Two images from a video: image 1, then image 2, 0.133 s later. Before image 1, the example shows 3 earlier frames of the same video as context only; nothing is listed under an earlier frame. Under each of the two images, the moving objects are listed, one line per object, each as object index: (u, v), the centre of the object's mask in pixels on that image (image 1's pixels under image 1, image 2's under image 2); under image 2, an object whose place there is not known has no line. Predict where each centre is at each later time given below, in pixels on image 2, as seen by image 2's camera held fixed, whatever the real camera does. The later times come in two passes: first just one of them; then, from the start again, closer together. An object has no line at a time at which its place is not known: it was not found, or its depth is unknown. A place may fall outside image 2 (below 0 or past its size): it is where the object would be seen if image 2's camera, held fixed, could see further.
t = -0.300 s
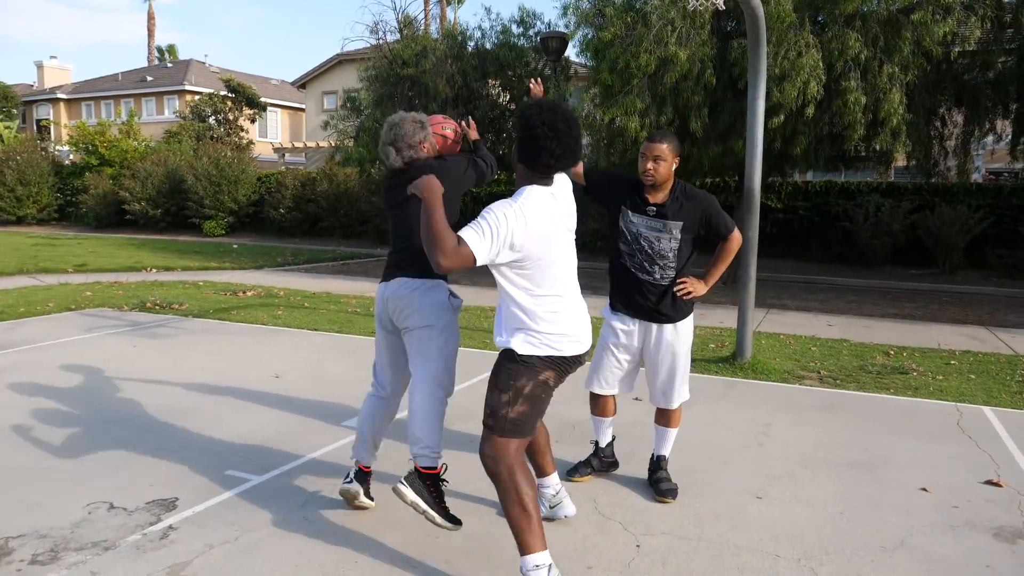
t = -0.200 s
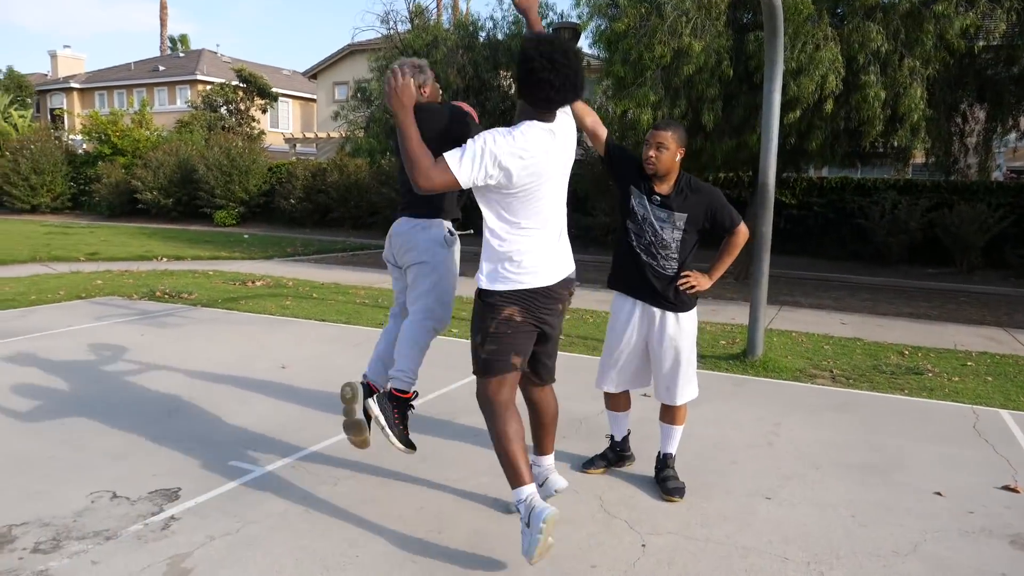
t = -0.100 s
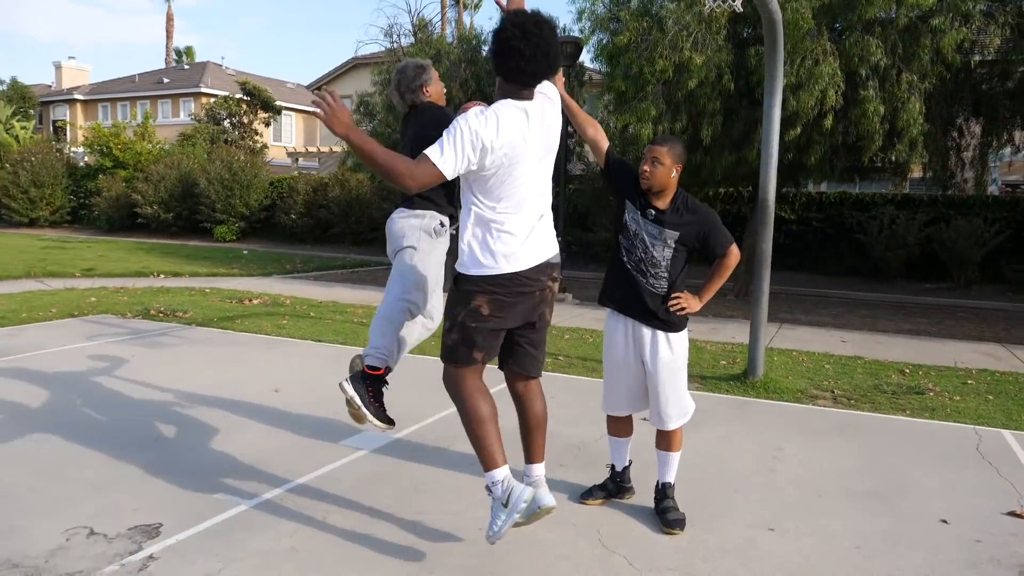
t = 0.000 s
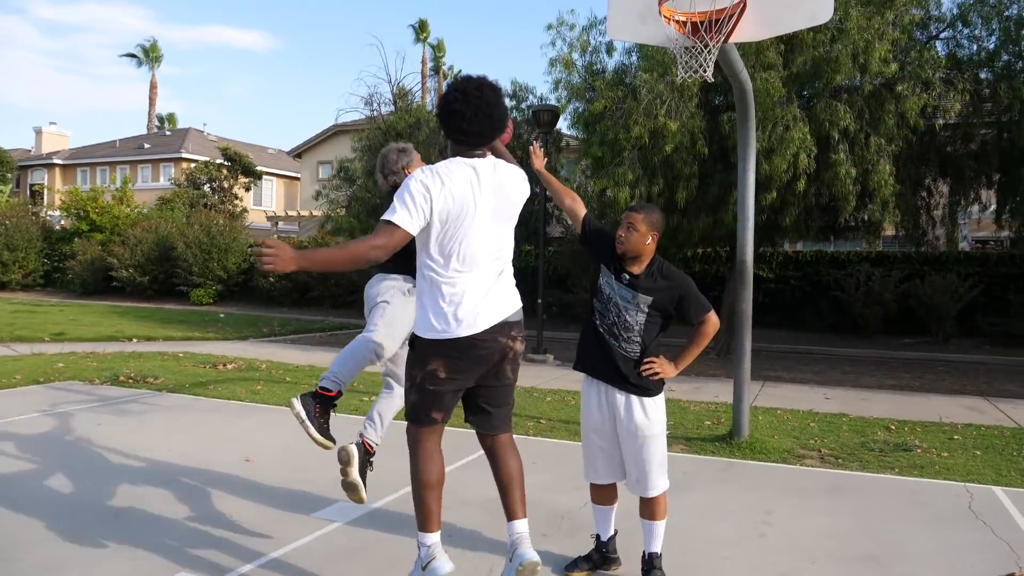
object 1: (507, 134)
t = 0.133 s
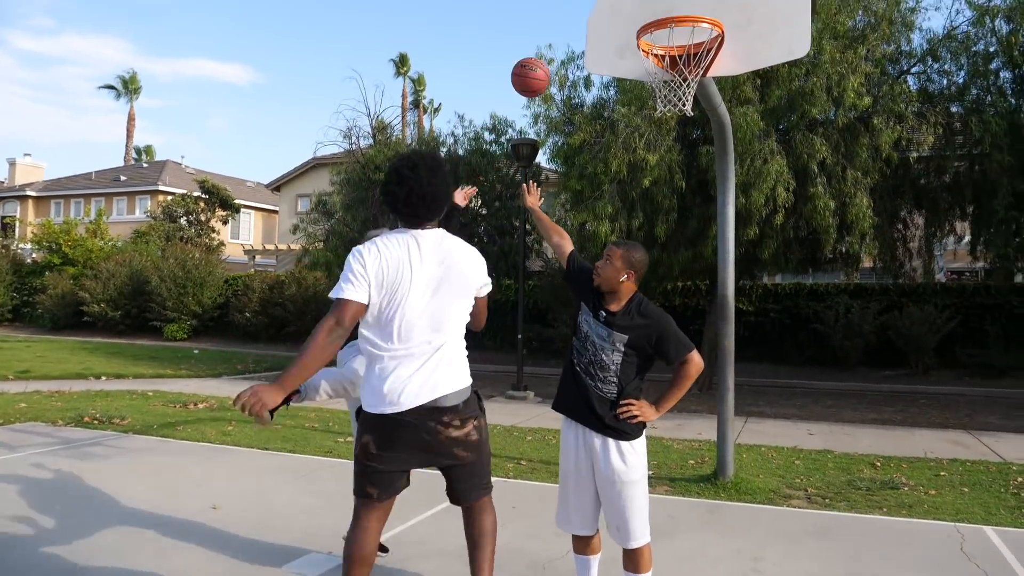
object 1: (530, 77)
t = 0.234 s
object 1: (574, 36)
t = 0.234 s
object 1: (574, 36)
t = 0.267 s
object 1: (588, 25)
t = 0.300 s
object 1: (601, 16)
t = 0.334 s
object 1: (615, 8)
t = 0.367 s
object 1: (629, 3)
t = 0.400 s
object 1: (641, -2)
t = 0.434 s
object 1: (647, -10)
